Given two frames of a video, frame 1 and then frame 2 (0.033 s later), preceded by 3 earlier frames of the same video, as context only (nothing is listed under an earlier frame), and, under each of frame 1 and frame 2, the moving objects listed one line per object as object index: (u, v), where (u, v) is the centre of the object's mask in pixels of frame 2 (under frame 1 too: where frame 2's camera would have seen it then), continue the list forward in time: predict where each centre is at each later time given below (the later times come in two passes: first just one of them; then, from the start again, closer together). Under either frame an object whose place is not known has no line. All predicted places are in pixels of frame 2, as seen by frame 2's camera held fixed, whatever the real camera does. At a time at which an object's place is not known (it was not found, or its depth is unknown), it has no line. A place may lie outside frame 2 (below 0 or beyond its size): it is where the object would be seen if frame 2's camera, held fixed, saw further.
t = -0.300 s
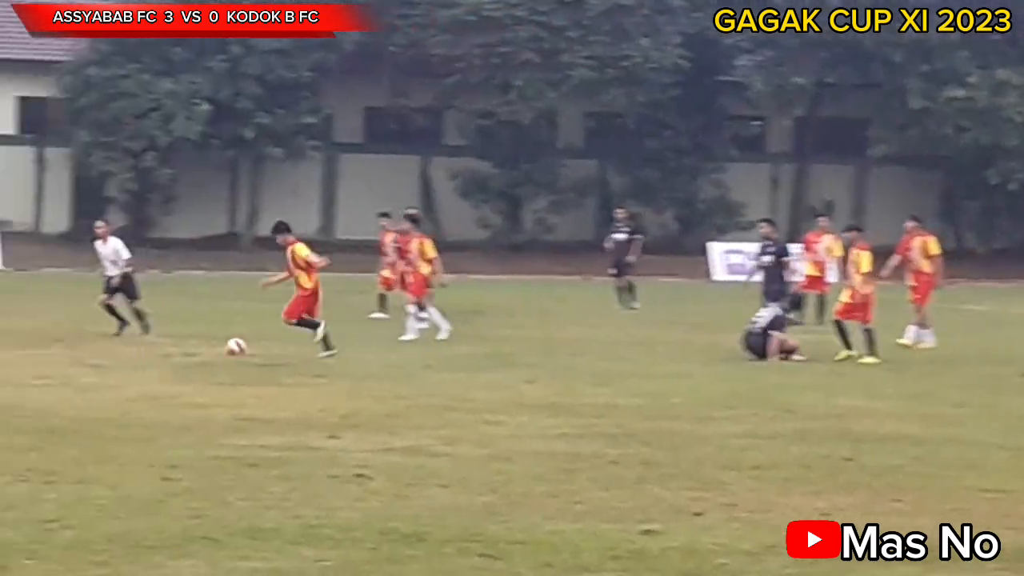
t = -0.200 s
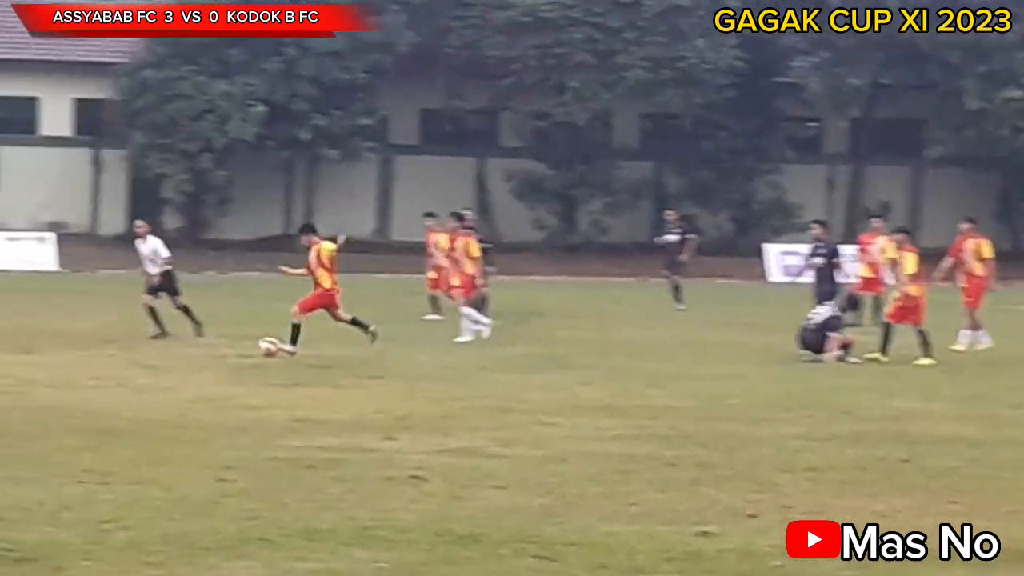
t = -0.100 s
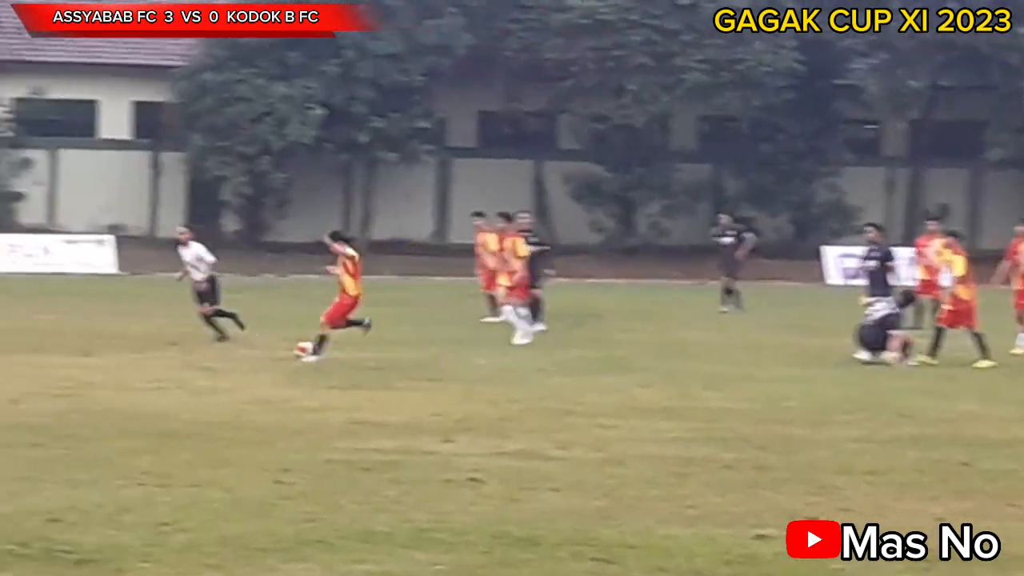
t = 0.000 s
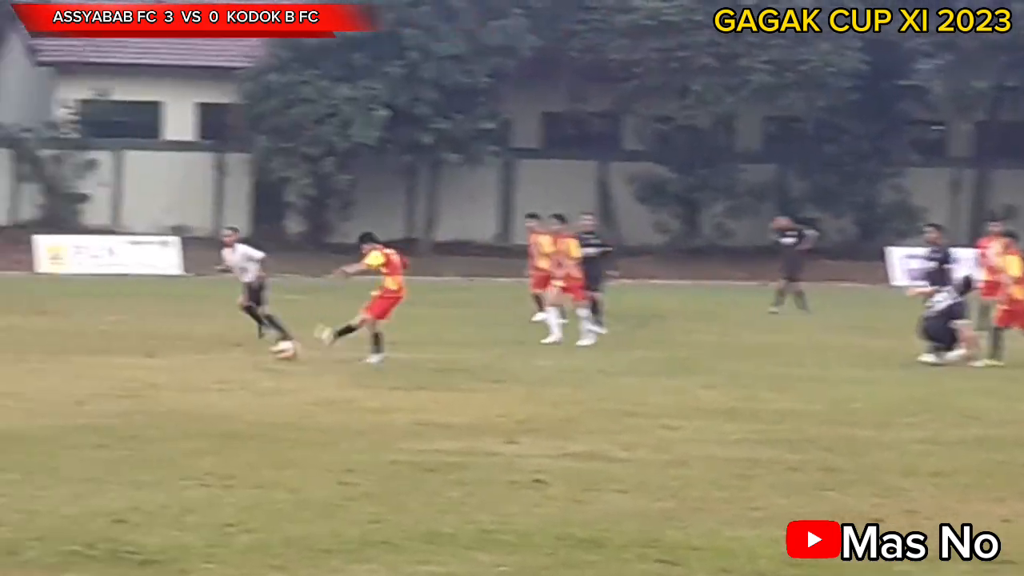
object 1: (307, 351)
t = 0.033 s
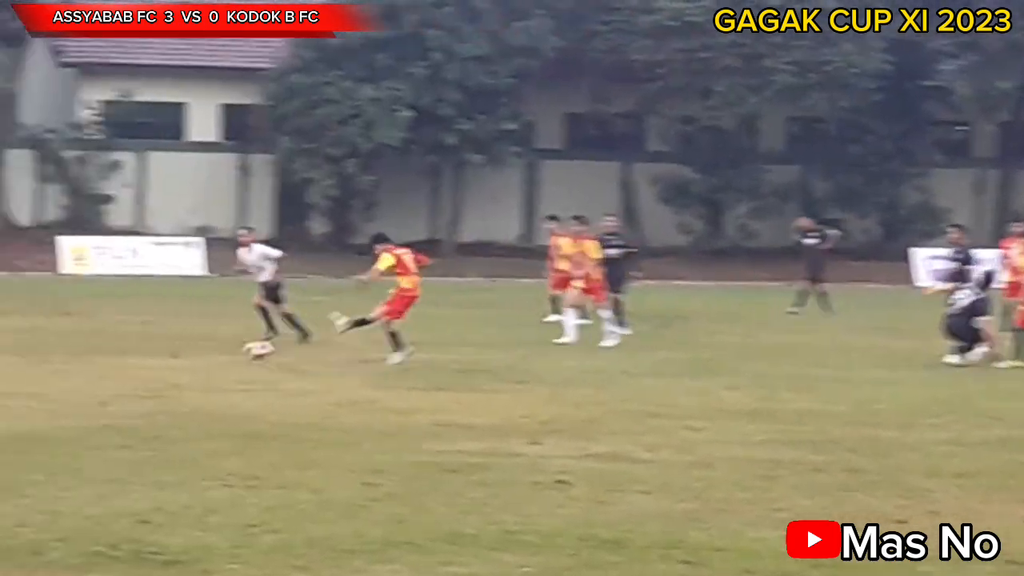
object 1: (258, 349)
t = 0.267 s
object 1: (-103, 357)
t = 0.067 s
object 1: (207, 350)
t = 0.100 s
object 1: (157, 352)
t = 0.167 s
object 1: (49, 358)
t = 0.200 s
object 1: (-2, 359)
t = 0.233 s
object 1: (-54, 357)
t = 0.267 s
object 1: (-103, 357)
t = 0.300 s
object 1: (-157, 358)
